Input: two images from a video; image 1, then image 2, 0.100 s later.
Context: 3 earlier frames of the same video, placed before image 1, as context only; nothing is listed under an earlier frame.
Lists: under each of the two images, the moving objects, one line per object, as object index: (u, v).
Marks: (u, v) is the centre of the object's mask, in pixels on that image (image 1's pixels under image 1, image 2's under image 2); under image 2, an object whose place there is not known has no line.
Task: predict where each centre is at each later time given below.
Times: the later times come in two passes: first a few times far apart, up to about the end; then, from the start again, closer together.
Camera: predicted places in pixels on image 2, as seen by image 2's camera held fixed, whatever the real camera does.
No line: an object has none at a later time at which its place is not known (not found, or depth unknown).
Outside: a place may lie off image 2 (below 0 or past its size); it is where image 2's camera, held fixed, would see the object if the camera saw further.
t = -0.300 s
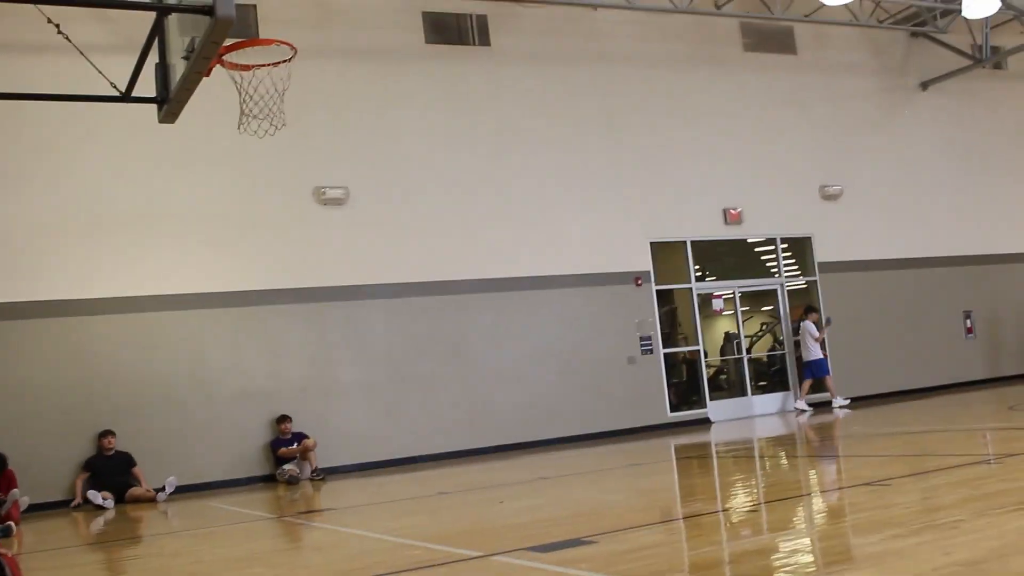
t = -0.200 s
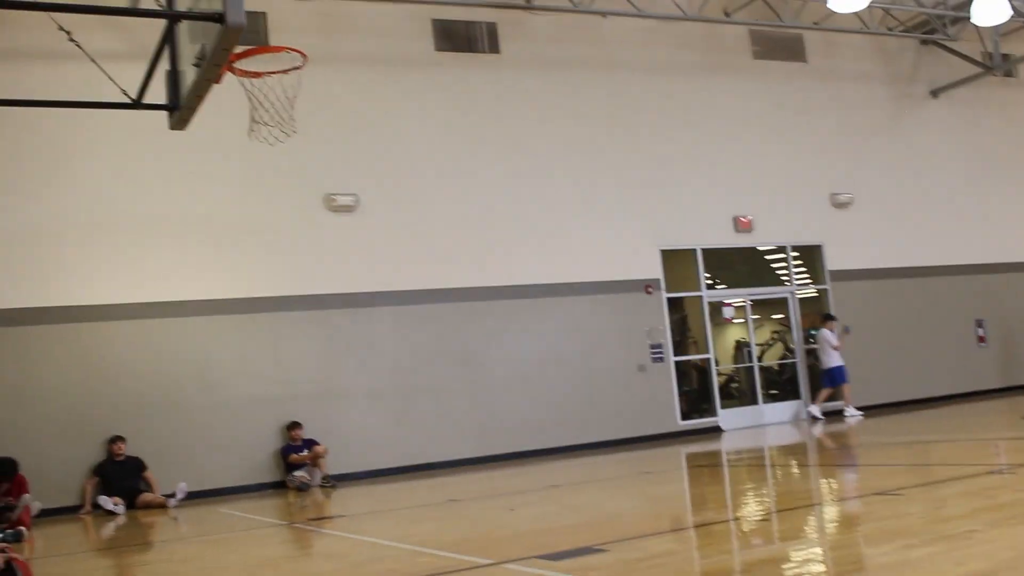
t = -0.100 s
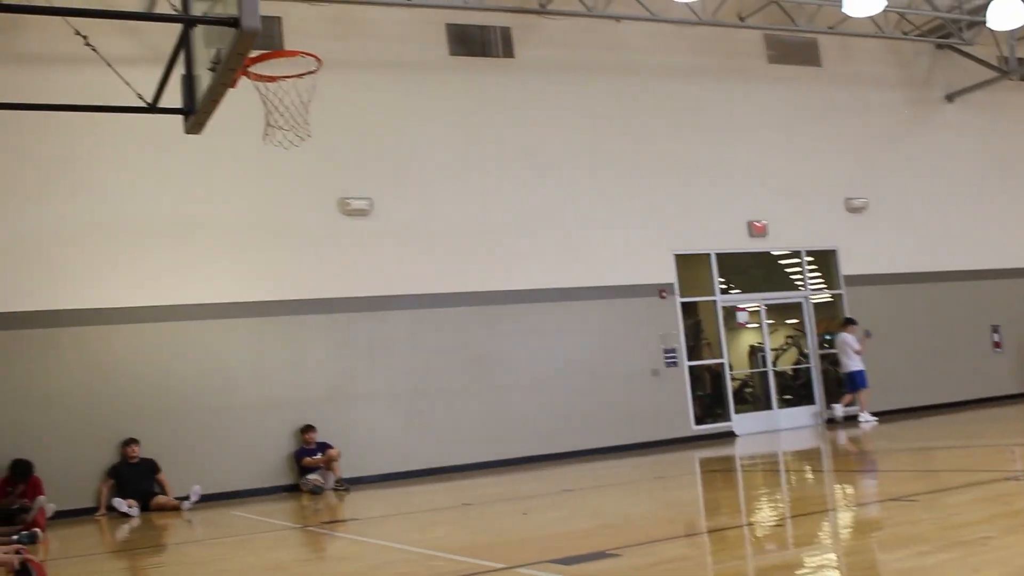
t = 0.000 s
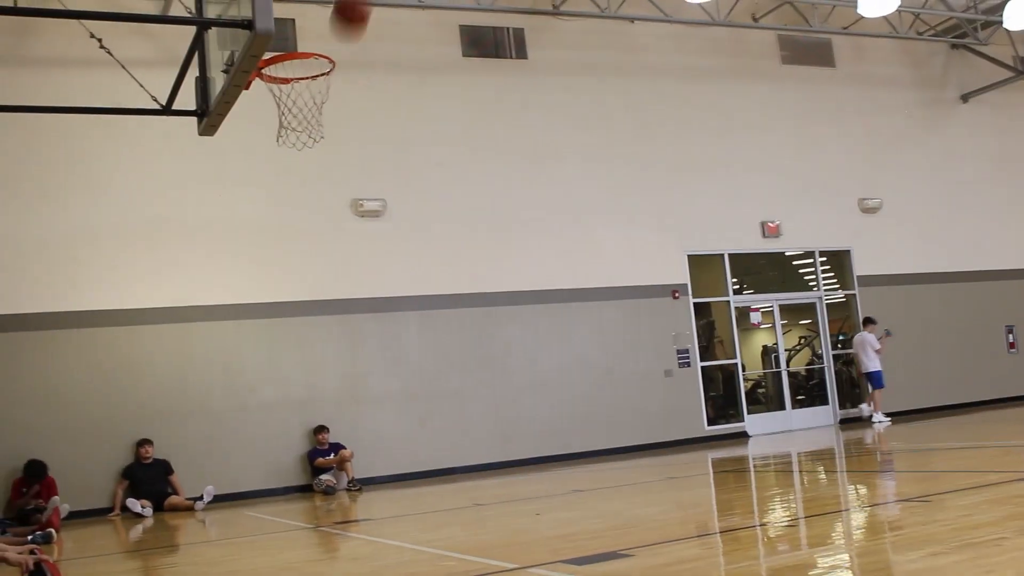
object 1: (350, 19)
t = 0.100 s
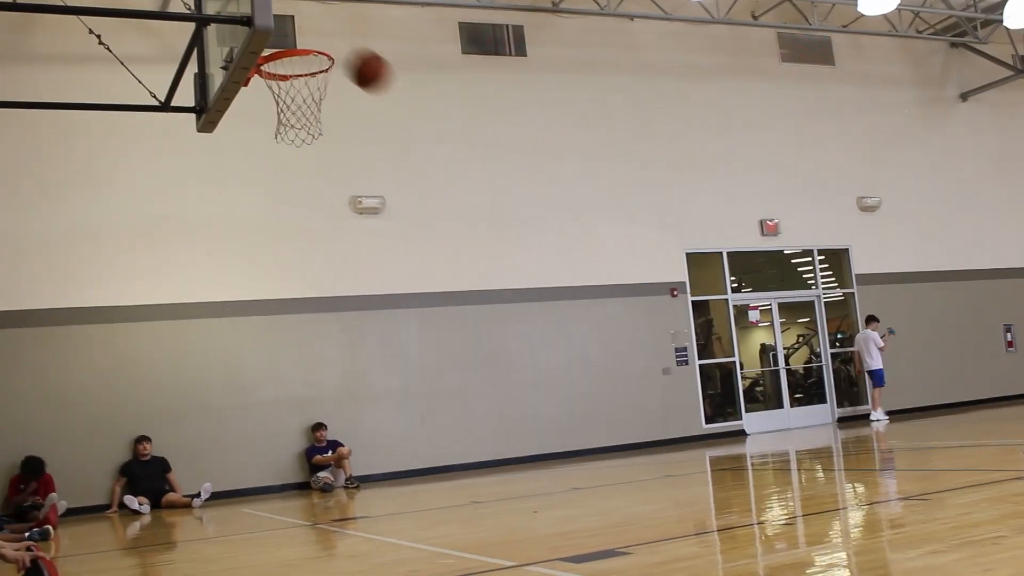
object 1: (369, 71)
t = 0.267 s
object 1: (480, 171)
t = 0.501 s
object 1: (655, 411)
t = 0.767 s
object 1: (801, 297)
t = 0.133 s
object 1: (390, 86)
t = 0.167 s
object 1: (411, 104)
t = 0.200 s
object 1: (432, 123)
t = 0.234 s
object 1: (456, 145)
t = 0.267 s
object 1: (480, 171)
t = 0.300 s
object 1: (504, 199)
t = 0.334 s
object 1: (527, 227)
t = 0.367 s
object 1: (551, 259)
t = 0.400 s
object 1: (578, 296)
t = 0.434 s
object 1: (603, 333)
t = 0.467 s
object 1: (630, 373)
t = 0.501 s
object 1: (655, 411)
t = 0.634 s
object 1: (740, 430)
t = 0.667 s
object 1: (761, 391)
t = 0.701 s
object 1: (774, 361)
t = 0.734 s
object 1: (788, 327)
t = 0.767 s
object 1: (801, 297)
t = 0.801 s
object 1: (826, 265)
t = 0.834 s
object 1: (836, 238)
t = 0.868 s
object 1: (851, 215)
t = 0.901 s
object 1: (867, 192)
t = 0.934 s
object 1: (886, 170)
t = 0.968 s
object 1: (902, 150)
